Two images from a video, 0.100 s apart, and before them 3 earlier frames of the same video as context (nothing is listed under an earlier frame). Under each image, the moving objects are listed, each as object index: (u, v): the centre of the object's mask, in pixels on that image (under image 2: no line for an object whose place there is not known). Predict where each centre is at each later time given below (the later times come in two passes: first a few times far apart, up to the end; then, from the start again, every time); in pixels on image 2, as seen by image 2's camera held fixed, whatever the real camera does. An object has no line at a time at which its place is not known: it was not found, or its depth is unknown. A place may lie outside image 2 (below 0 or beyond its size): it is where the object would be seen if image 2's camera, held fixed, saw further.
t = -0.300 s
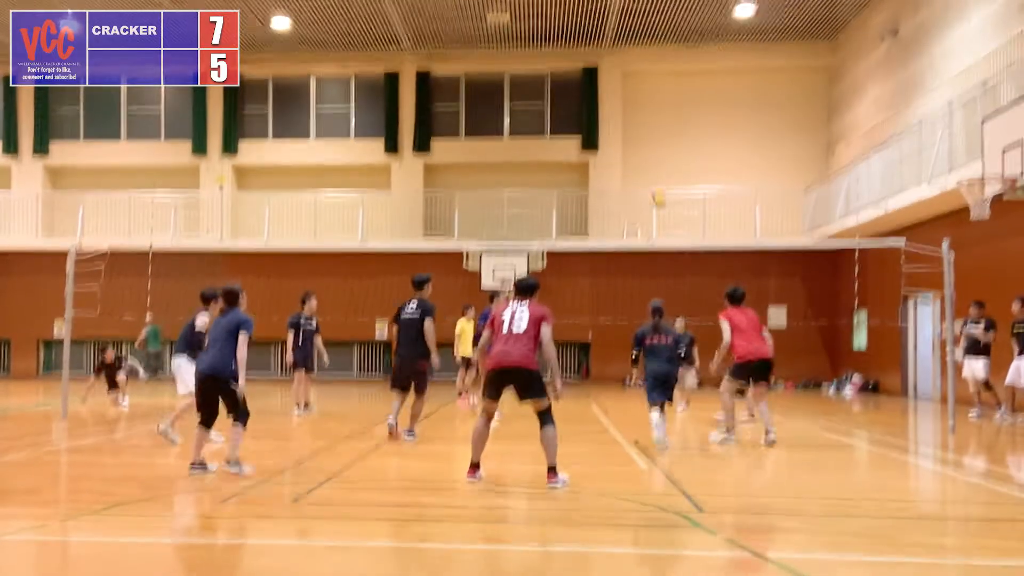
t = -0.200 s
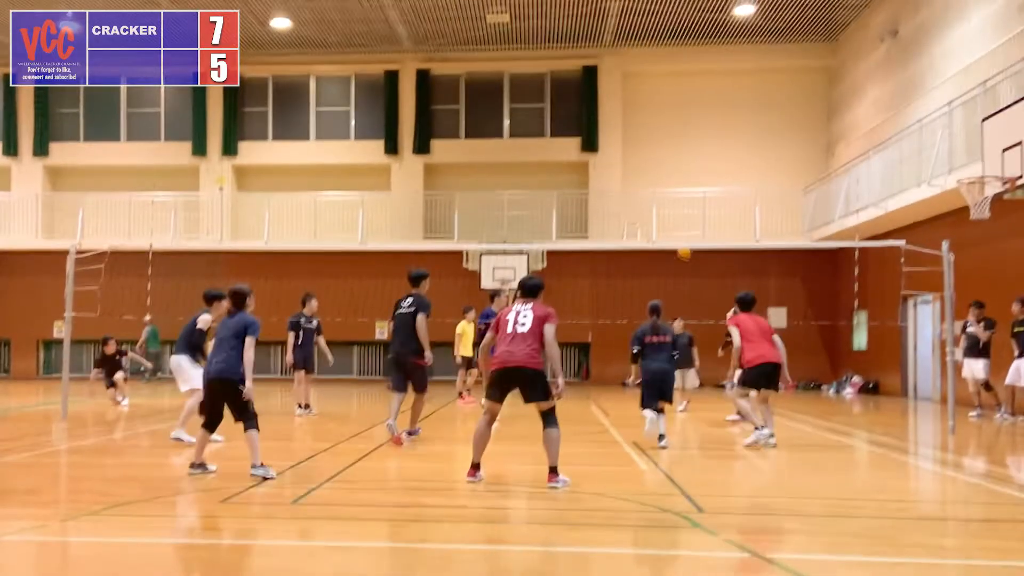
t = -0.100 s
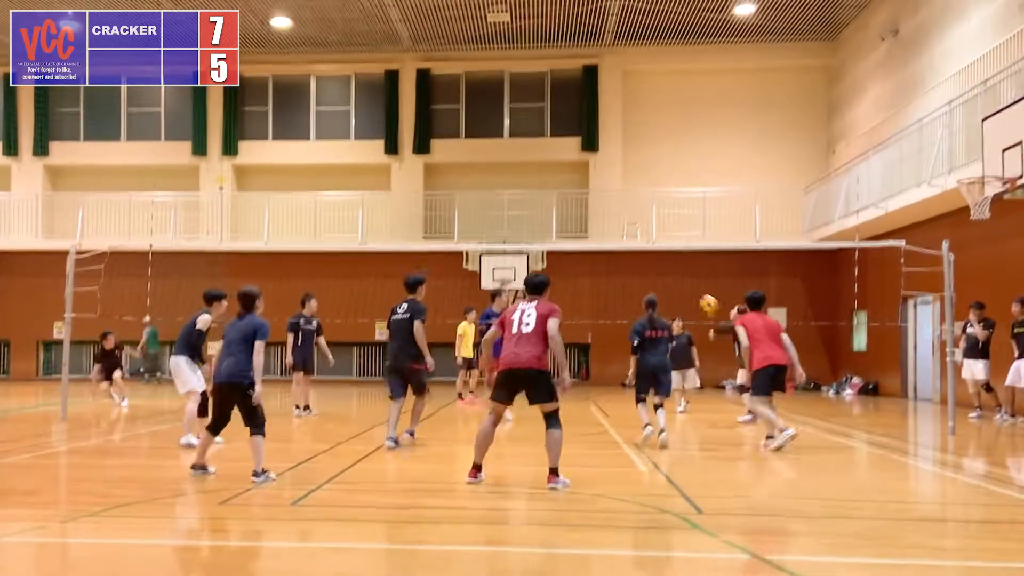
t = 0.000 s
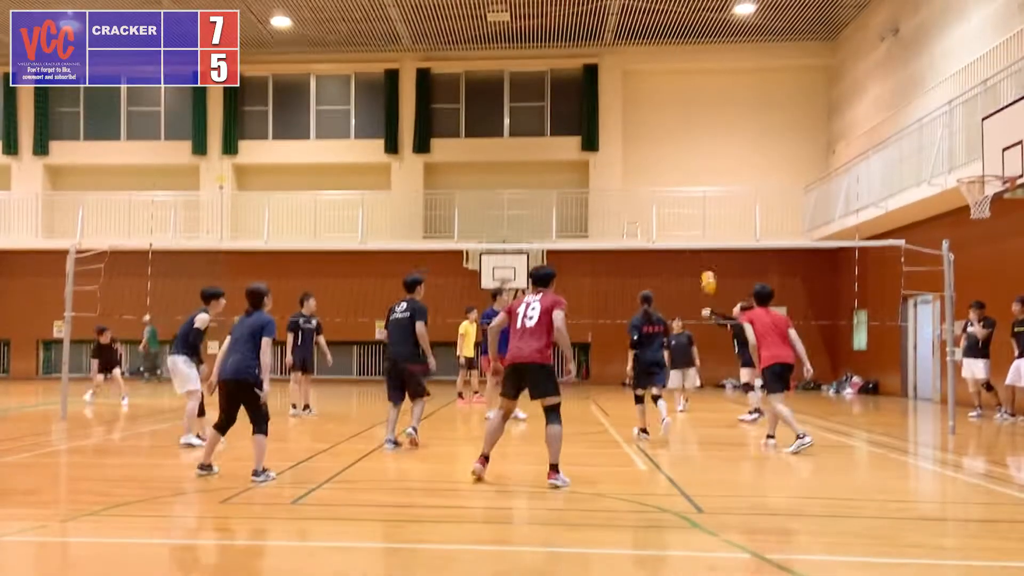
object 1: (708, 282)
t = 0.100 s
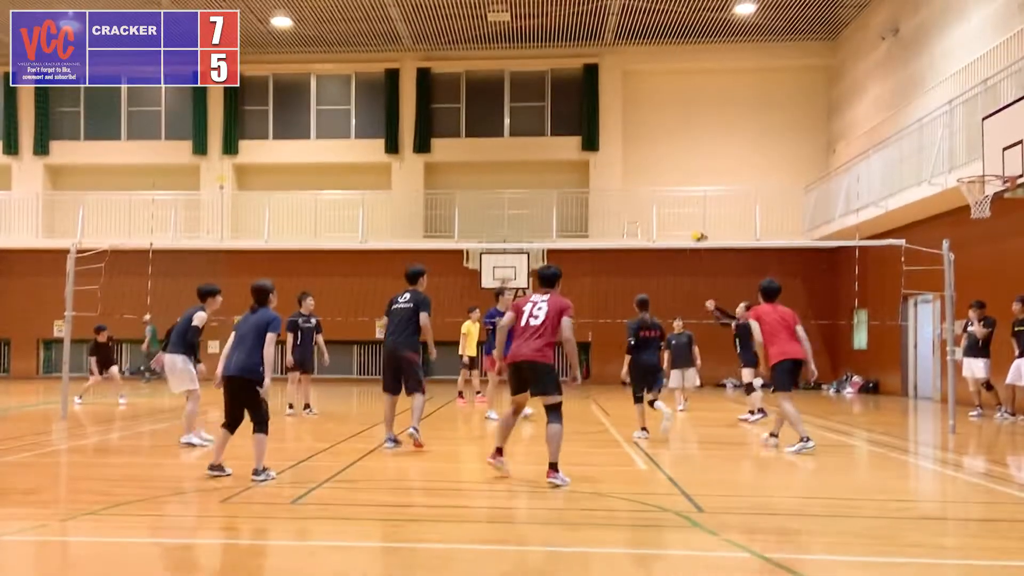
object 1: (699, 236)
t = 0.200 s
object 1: (689, 196)
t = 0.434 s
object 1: (662, 124)
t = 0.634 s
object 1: (638, 93)
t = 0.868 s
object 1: (605, 105)
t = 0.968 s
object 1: (590, 130)
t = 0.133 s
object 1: (696, 224)
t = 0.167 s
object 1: (693, 211)
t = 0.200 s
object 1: (689, 196)
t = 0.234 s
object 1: (686, 185)
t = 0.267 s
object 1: (682, 171)
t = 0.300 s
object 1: (679, 161)
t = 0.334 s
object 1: (675, 151)
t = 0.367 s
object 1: (670, 141)
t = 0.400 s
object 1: (667, 133)
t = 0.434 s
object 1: (662, 124)
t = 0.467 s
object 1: (659, 117)
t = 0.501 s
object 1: (655, 110)
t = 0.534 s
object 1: (651, 104)
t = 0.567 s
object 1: (647, 100)
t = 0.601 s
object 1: (642, 96)
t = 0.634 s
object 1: (638, 93)
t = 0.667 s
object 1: (634, 92)
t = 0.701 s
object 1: (630, 91)
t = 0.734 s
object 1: (625, 92)
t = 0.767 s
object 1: (620, 92)
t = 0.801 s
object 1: (616, 96)
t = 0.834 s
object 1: (610, 99)
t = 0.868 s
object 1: (605, 105)
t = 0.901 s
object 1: (600, 113)
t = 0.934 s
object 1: (595, 121)
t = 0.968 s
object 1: (590, 130)
